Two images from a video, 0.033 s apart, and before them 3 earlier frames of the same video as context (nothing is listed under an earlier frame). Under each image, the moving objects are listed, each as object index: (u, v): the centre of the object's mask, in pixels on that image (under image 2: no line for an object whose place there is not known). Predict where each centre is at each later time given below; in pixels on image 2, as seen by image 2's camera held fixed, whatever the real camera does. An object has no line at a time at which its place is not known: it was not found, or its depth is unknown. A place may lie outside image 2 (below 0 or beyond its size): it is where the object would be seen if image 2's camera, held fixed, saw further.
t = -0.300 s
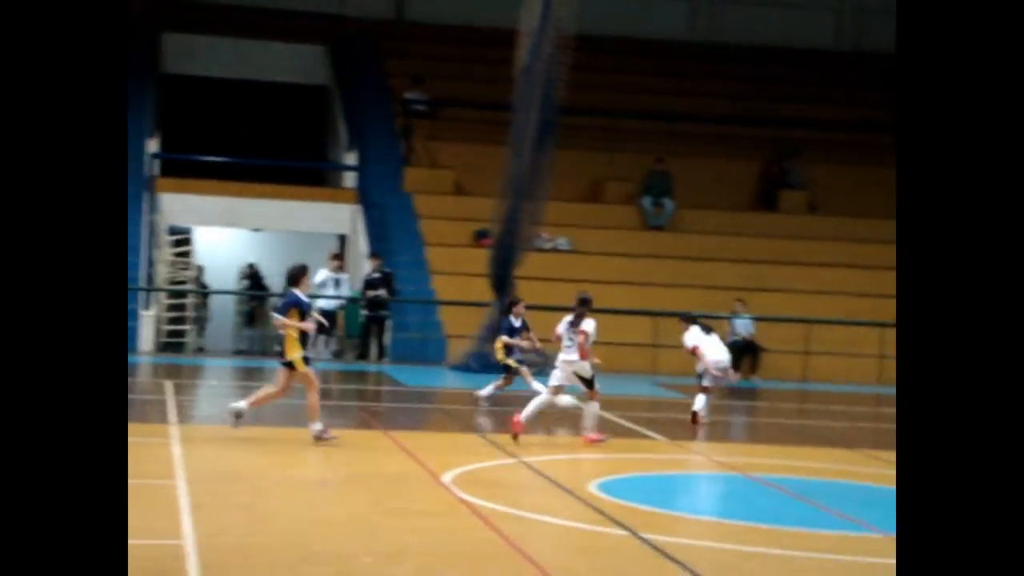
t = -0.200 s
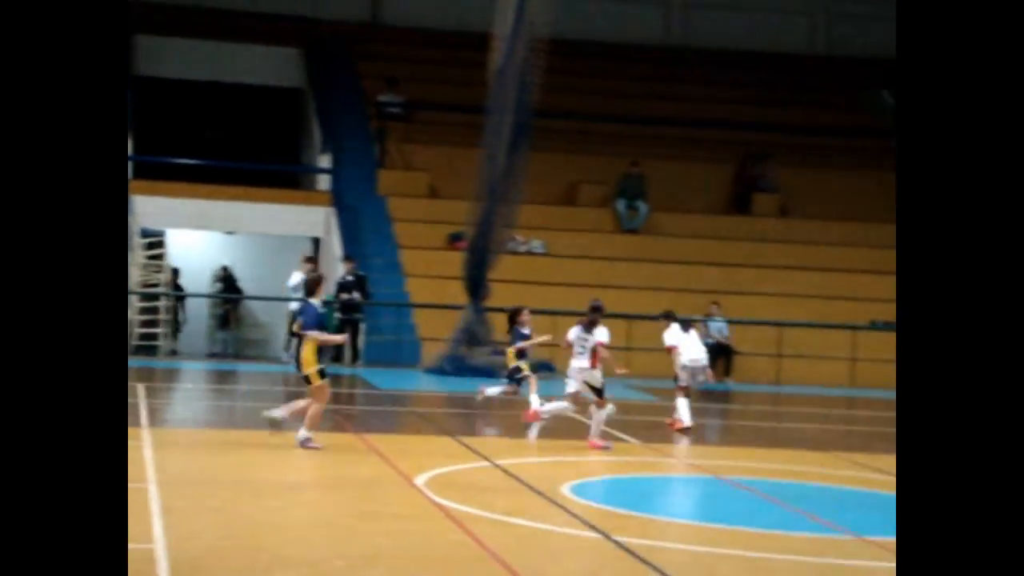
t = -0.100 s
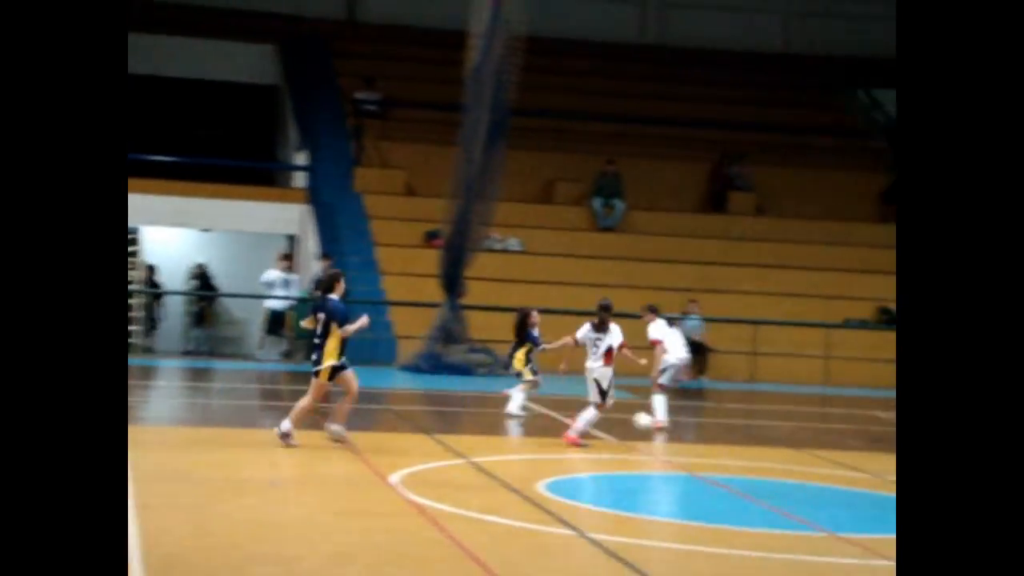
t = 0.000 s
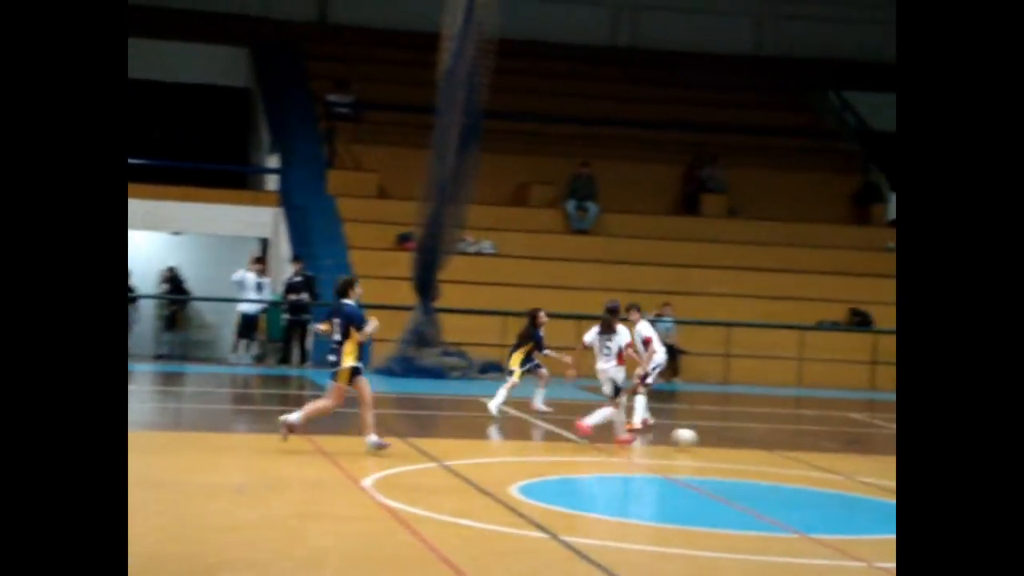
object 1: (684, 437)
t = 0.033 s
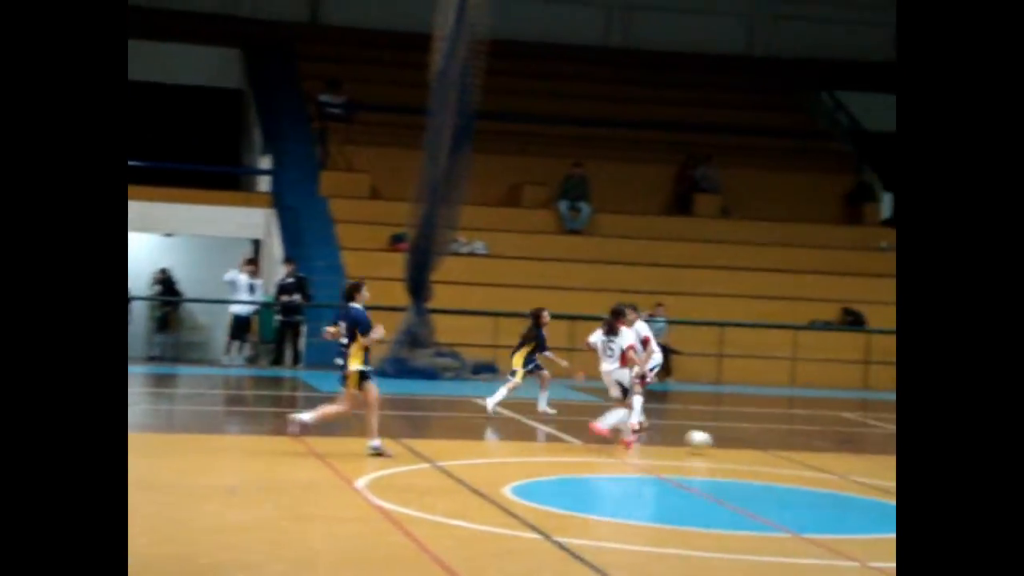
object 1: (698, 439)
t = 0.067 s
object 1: (718, 441)
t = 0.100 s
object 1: (742, 445)
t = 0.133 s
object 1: (765, 450)
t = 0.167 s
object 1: (786, 454)
